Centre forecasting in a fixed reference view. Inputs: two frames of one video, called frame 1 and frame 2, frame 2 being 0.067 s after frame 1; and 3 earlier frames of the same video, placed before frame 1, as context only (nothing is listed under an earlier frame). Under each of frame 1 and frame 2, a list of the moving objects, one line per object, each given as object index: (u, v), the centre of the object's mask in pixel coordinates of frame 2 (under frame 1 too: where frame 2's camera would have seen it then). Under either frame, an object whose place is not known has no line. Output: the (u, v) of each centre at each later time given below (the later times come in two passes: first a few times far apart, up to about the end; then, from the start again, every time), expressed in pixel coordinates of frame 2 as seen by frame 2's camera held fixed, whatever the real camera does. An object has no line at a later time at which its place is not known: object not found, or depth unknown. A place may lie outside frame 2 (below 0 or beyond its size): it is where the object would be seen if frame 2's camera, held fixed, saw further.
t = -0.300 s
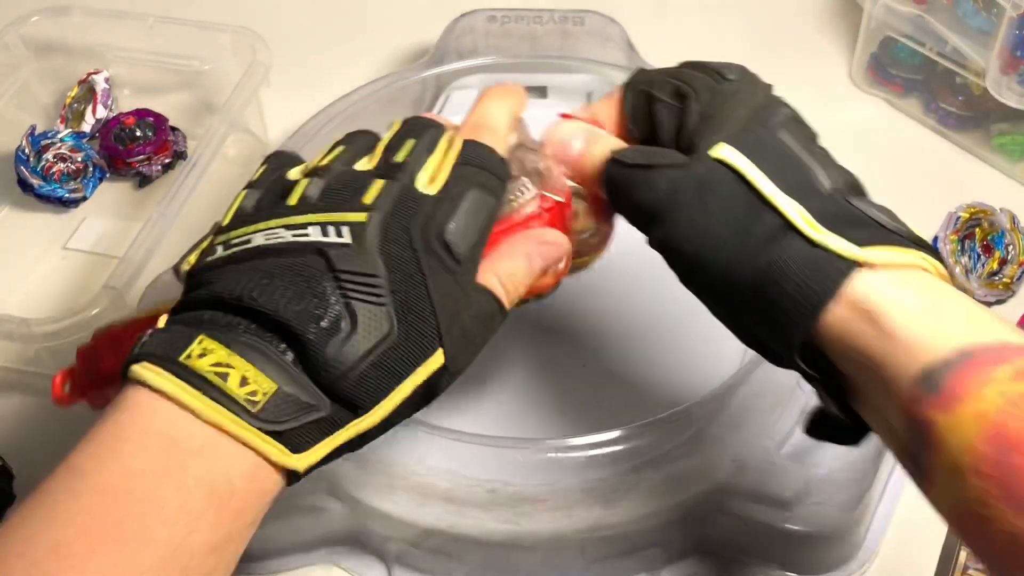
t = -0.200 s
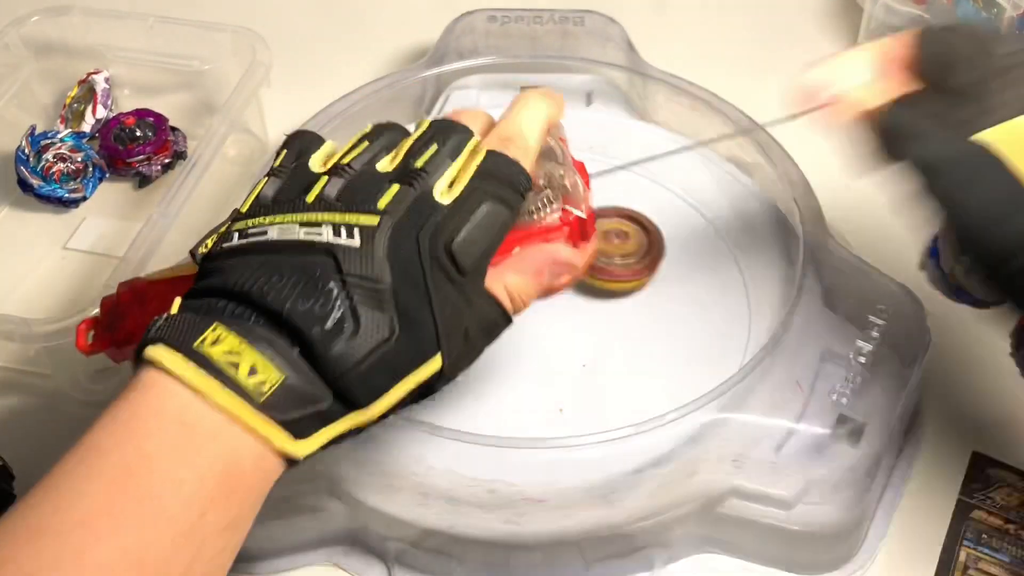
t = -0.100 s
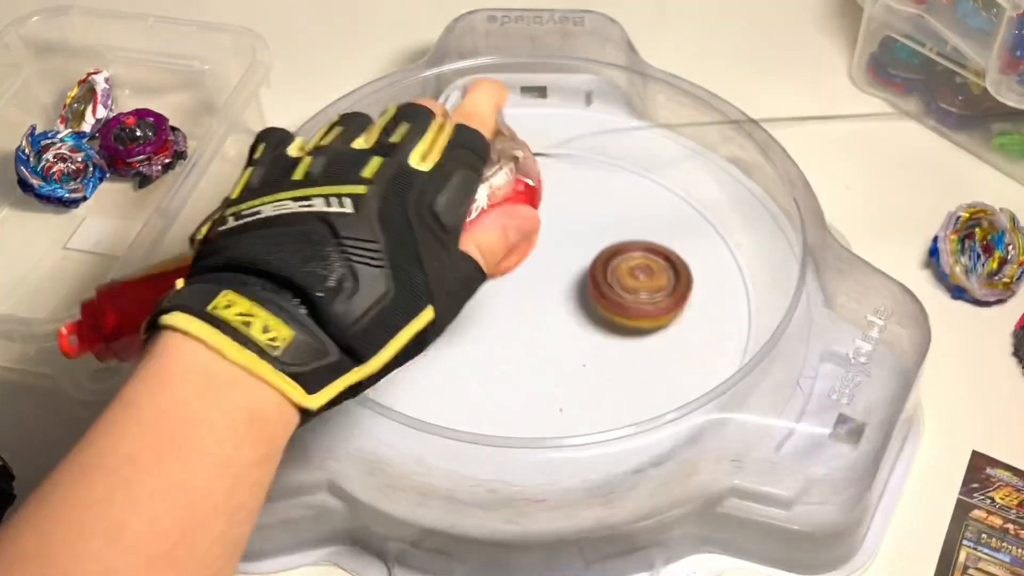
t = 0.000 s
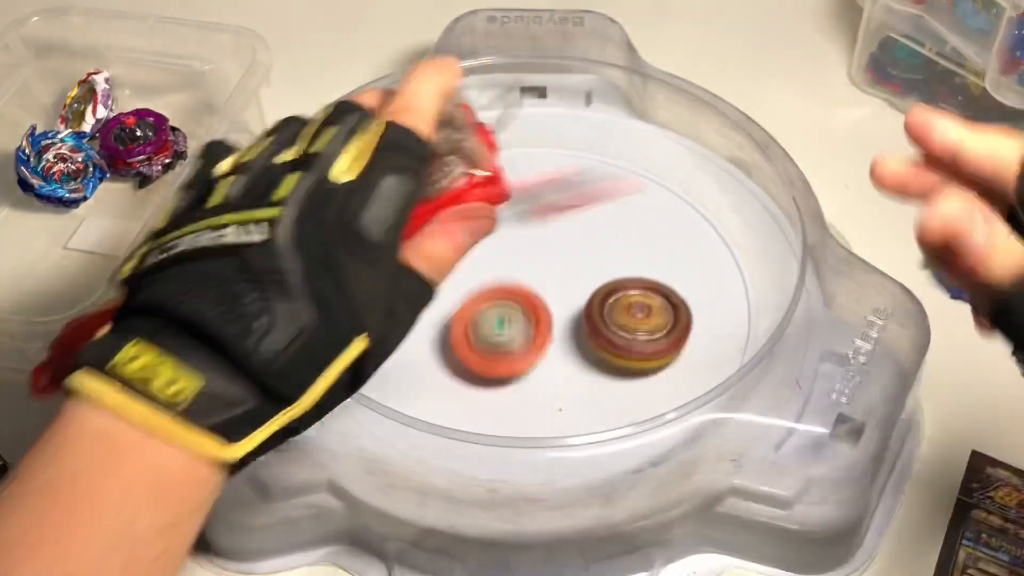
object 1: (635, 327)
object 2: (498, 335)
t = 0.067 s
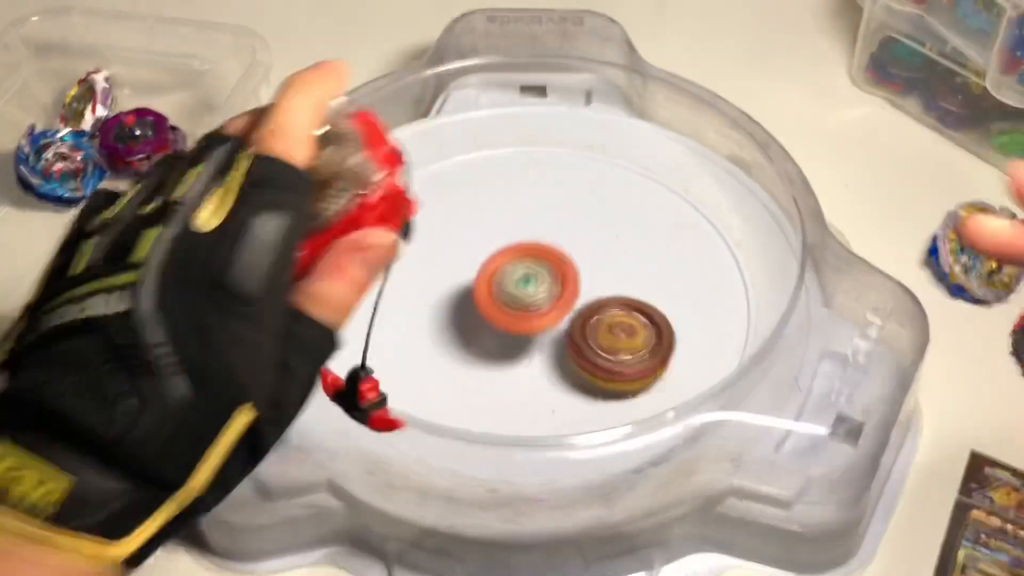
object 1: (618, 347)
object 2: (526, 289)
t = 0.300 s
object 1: (521, 361)
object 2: (572, 263)
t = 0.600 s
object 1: (449, 288)
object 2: (555, 238)
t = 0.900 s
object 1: (446, 255)
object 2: (557, 244)
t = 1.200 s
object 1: (448, 262)
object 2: (644, 260)
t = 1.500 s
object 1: (483, 290)
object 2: (570, 246)
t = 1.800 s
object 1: (425, 318)
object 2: (625, 266)
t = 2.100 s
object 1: (470, 327)
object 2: (596, 278)
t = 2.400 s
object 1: (519, 336)
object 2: (627, 306)
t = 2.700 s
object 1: (552, 346)
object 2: (575, 263)
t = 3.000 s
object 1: (576, 354)
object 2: (454, 327)
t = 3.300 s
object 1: (630, 320)
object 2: (542, 418)
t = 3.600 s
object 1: (661, 239)
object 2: (617, 319)
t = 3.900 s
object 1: (649, 229)
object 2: (441, 252)
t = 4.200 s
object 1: (585, 244)
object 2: (404, 352)
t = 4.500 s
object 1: (525, 230)
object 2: (618, 332)
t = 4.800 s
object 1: (420, 211)
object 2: (597, 165)
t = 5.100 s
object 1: (411, 212)
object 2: (478, 157)
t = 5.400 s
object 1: (382, 305)
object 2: (486, 272)
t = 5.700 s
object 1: (386, 330)
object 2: (596, 300)
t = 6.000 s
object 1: (469, 340)
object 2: (582, 246)
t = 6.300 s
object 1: (545, 368)
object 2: (557, 264)
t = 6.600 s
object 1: (595, 368)
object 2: (611, 268)
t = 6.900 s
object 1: (617, 344)
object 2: (548, 281)
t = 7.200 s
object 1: (627, 321)
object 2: (503, 308)
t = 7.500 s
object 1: (614, 280)
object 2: (519, 330)
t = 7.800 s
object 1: (574, 242)
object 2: (510, 313)
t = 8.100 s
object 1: (522, 225)
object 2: (488, 308)
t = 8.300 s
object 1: (491, 222)
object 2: (497, 305)
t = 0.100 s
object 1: (607, 356)
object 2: (540, 285)
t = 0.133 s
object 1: (592, 365)
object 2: (554, 286)
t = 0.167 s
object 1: (581, 365)
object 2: (561, 275)
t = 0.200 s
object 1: (568, 365)
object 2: (566, 269)
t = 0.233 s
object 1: (553, 365)
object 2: (571, 267)
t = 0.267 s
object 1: (538, 361)
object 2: (572, 274)
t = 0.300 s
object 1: (521, 361)
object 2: (572, 263)
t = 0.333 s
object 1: (510, 354)
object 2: (574, 255)
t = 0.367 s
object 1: (498, 344)
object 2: (573, 248)
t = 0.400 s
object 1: (486, 336)
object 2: (570, 242)
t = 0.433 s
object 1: (479, 328)
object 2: (566, 238)
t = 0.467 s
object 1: (475, 317)
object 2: (561, 237)
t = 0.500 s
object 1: (470, 308)
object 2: (555, 237)
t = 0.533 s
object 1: (468, 299)
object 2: (549, 238)
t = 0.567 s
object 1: (462, 291)
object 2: (548, 240)
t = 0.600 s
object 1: (449, 288)
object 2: (555, 238)
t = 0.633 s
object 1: (439, 283)
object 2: (562, 236)
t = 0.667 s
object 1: (432, 278)
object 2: (566, 235)
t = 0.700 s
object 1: (429, 273)
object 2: (570, 234)
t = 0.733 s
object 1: (427, 268)
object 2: (569, 235)
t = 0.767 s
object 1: (427, 264)
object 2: (568, 235)
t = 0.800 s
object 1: (429, 261)
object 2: (566, 236)
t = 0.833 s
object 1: (433, 258)
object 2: (563, 238)
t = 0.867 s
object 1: (440, 255)
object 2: (560, 240)
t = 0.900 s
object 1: (446, 255)
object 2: (557, 244)
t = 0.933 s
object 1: (452, 254)
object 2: (555, 249)
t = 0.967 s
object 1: (451, 253)
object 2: (564, 254)
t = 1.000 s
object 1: (443, 253)
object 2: (581, 259)
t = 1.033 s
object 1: (441, 252)
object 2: (599, 261)
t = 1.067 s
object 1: (440, 254)
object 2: (614, 263)
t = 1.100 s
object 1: (440, 256)
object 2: (626, 264)
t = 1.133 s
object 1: (441, 258)
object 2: (635, 263)
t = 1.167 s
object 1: (444, 259)
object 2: (642, 262)
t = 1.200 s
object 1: (448, 262)
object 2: (644, 260)
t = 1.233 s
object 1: (452, 265)
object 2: (643, 257)
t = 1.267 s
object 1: (456, 267)
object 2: (639, 255)
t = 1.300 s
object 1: (460, 270)
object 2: (631, 252)
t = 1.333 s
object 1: (464, 273)
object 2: (621, 249)
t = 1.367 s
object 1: (469, 277)
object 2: (610, 246)
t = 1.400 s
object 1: (473, 280)
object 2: (599, 243)
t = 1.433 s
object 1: (477, 283)
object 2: (588, 242)
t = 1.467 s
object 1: (482, 286)
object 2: (577, 243)
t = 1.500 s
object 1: (483, 290)
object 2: (570, 246)
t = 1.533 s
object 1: (481, 295)
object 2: (567, 250)
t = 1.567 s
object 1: (463, 303)
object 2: (578, 252)
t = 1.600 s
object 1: (449, 307)
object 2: (590, 254)
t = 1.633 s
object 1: (438, 310)
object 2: (601, 257)
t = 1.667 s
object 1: (430, 313)
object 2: (610, 260)
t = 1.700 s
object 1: (425, 315)
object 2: (616, 262)
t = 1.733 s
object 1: (423, 316)
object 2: (621, 263)
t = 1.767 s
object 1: (423, 317)
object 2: (624, 264)
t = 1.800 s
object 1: (425, 318)
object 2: (625, 266)
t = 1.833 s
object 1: (428, 319)
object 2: (624, 266)
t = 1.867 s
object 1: (431, 320)
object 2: (622, 267)
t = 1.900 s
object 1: (435, 321)
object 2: (618, 268)
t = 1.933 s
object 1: (441, 321)
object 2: (614, 269)
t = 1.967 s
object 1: (447, 322)
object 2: (611, 270)
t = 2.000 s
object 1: (453, 323)
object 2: (606, 272)
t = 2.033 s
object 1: (459, 324)
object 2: (602, 273)
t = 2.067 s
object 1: (464, 326)
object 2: (599, 275)
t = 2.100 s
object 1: (470, 327)
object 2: (596, 278)
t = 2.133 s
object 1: (476, 329)
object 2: (594, 281)
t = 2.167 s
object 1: (482, 329)
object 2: (594, 285)
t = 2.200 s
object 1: (487, 331)
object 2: (596, 290)
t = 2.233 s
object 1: (493, 332)
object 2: (599, 295)
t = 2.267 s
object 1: (498, 333)
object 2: (603, 300)
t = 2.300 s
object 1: (504, 334)
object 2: (609, 304)
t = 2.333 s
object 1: (509, 335)
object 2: (615, 306)
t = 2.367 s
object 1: (514, 336)
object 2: (621, 307)
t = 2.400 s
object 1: (519, 336)
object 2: (627, 306)
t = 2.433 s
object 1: (524, 337)
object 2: (631, 304)
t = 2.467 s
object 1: (529, 337)
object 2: (635, 300)
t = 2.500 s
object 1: (534, 338)
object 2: (636, 293)
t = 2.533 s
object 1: (539, 338)
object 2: (635, 286)
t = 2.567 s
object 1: (543, 340)
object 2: (629, 279)
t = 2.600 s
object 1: (548, 339)
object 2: (619, 273)
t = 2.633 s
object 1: (551, 340)
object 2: (604, 269)
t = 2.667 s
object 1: (551, 346)
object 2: (590, 265)
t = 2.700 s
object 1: (552, 346)
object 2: (575, 263)
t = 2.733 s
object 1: (554, 346)
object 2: (558, 263)
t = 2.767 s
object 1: (556, 348)
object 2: (542, 265)
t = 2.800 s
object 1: (557, 351)
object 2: (525, 270)
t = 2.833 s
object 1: (560, 353)
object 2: (510, 275)
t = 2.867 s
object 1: (561, 353)
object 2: (496, 283)
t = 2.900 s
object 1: (563, 353)
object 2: (484, 293)
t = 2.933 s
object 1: (568, 354)
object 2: (472, 303)
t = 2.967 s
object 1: (572, 354)
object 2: (461, 314)
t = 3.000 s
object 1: (576, 354)
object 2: (454, 327)
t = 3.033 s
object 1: (579, 354)
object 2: (451, 341)
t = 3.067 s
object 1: (581, 353)
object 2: (452, 355)
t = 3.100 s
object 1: (584, 351)
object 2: (459, 369)
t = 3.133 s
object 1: (586, 349)
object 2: (473, 381)
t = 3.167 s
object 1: (589, 346)
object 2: (493, 389)
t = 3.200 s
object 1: (602, 340)
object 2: (500, 397)
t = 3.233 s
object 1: (614, 332)
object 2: (508, 412)
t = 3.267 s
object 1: (623, 324)
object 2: (523, 418)
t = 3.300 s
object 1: (630, 320)
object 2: (542, 418)
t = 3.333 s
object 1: (635, 316)
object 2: (563, 414)
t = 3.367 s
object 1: (639, 312)
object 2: (586, 398)
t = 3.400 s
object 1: (642, 307)
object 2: (608, 388)
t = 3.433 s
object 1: (645, 297)
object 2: (624, 379)
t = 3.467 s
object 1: (650, 282)
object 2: (633, 374)
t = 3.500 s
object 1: (652, 268)
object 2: (637, 363)
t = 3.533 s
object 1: (655, 257)
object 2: (636, 348)
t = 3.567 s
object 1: (658, 247)
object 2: (629, 334)
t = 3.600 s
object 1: (661, 239)
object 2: (617, 319)
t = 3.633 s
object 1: (663, 233)
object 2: (602, 304)
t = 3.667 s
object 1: (664, 230)
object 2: (583, 292)
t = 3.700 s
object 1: (665, 228)
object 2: (562, 281)
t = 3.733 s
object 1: (665, 227)
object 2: (540, 272)
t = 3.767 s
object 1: (664, 226)
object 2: (519, 264)
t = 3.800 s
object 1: (662, 226)
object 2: (498, 257)
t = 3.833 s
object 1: (658, 226)
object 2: (478, 254)
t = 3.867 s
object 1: (654, 227)
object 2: (458, 252)
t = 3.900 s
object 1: (649, 229)
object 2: (441, 252)
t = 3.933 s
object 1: (643, 231)
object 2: (426, 255)
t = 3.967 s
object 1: (637, 233)
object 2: (412, 261)
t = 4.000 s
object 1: (630, 235)
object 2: (400, 268)
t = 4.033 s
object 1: (624, 237)
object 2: (393, 280)
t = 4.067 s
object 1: (616, 238)
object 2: (387, 292)
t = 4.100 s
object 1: (608, 241)
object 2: (385, 305)
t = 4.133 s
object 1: (601, 241)
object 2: (387, 320)
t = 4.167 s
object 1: (594, 242)
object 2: (393, 336)
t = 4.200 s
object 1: (585, 244)
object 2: (404, 352)
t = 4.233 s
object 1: (577, 244)
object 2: (422, 367)
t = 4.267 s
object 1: (571, 243)
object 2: (445, 379)
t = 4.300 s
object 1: (562, 243)
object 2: (473, 388)
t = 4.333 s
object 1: (556, 242)
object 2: (504, 392)
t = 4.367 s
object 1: (550, 240)
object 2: (535, 390)
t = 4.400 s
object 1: (543, 237)
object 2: (564, 383)
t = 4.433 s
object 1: (535, 236)
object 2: (587, 369)
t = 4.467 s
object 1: (530, 232)
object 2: (606, 352)
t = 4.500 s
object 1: (525, 230)
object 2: (618, 332)
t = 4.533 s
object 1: (518, 228)
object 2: (625, 310)
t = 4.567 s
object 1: (513, 225)
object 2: (626, 288)
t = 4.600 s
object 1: (507, 223)
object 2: (622, 266)
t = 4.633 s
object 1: (504, 220)
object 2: (614, 245)
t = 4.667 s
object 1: (499, 218)
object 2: (601, 227)
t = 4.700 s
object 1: (491, 218)
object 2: (589, 209)
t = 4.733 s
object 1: (464, 218)
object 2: (597, 191)
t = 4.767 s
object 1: (440, 212)
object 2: (599, 176)
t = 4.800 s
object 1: (420, 211)
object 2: (597, 165)
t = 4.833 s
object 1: (404, 206)
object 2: (590, 156)
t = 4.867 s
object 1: (392, 201)
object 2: (578, 148)
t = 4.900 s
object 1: (381, 197)
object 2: (562, 143)
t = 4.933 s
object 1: (374, 190)
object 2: (546, 141)
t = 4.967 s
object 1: (376, 190)
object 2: (530, 141)
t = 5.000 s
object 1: (384, 195)
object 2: (516, 142)
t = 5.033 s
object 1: (394, 199)
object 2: (501, 146)
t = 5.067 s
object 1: (402, 206)
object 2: (488, 152)
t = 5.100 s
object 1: (411, 212)
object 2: (478, 157)
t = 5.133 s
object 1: (406, 225)
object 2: (478, 161)
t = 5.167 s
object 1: (401, 239)
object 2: (479, 168)
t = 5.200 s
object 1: (398, 251)
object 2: (479, 179)
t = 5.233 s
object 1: (396, 263)
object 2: (480, 192)
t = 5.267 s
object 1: (393, 273)
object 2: (480, 208)
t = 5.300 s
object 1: (390, 282)
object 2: (480, 225)
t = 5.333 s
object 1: (386, 291)
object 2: (480, 242)
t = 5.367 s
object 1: (385, 298)
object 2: (482, 257)
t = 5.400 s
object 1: (382, 305)
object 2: (486, 272)
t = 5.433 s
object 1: (380, 309)
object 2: (493, 284)
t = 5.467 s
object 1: (377, 314)
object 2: (504, 294)
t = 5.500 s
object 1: (376, 318)
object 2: (516, 302)
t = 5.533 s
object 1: (373, 322)
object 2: (530, 308)
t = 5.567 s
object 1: (372, 324)
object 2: (547, 311)
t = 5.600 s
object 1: (373, 325)
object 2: (562, 311)
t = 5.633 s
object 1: (376, 328)
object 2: (576, 310)
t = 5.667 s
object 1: (381, 329)
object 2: (587, 305)
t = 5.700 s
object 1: (386, 330)
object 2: (596, 300)
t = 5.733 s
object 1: (393, 331)
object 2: (604, 294)
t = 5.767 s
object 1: (401, 332)
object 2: (611, 288)
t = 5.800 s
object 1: (409, 333)
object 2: (615, 281)
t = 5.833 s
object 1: (419, 334)
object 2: (614, 273)
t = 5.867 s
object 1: (429, 335)
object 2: (612, 266)
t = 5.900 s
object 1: (439, 336)
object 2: (606, 261)
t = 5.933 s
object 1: (449, 337)
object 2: (599, 256)
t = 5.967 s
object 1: (460, 338)
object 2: (591, 251)
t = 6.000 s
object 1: (469, 340)
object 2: (582, 246)
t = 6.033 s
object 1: (478, 342)
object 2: (573, 240)
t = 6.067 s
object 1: (488, 344)
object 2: (566, 233)
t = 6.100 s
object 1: (497, 348)
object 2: (560, 229)
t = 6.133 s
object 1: (505, 351)
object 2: (555, 228)
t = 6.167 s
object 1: (513, 354)
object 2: (552, 231)
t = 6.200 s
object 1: (521, 360)
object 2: (551, 237)
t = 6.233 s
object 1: (529, 362)
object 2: (551, 245)
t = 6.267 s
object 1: (538, 365)
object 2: (553, 255)
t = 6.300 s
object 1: (545, 368)
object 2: (557, 264)
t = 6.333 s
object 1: (552, 370)
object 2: (563, 272)
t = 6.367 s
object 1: (560, 372)
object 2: (570, 279)
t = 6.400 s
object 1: (566, 374)
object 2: (578, 283)
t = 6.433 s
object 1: (572, 374)
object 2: (588, 285)
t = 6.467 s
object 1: (578, 373)
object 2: (596, 286)
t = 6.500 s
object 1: (583, 373)
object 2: (603, 284)
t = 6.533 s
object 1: (588, 371)
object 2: (609, 280)
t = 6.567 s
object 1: (592, 370)
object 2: (612, 275)
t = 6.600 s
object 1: (595, 368)
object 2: (611, 268)
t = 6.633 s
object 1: (599, 365)
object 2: (604, 263)
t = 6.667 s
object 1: (601, 363)
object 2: (596, 260)
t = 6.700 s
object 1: (604, 358)
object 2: (588, 260)
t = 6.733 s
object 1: (606, 356)
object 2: (580, 262)
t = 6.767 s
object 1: (608, 351)
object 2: (572, 267)
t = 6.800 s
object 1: (610, 348)
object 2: (565, 273)
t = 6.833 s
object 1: (612, 350)
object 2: (559, 276)
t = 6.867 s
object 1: (615, 347)
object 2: (553, 278)
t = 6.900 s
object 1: (617, 344)
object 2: (548, 281)
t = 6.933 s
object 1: (618, 343)
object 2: (543, 285)
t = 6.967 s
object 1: (621, 342)
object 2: (537, 288)
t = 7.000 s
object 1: (622, 341)
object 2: (531, 290)
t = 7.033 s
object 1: (623, 334)
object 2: (527, 293)
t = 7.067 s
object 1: (624, 333)
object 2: (523, 296)
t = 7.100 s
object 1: (627, 333)
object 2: (515, 298)
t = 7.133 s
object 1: (630, 328)
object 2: (509, 300)
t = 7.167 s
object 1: (629, 324)
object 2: (504, 304)
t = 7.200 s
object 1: (627, 321)
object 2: (503, 308)
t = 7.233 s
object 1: (624, 317)
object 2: (504, 314)
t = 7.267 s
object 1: (622, 311)
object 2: (508, 319)
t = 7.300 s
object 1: (621, 308)
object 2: (510, 323)
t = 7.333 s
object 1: (622, 304)
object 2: (510, 326)
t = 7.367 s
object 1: (621, 300)
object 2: (512, 329)
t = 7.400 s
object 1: (619, 295)
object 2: (515, 330)
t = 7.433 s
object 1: (618, 290)
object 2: (518, 330)
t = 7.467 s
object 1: (616, 285)
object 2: (519, 330)
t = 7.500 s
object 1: (614, 280)
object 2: (519, 330)
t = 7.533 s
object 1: (612, 274)
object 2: (518, 330)
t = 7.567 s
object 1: (608, 269)
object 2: (518, 328)
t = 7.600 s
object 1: (604, 266)
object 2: (518, 326)
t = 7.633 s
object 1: (599, 261)
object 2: (518, 324)
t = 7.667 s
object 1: (595, 257)
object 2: (517, 322)
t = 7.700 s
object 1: (589, 252)
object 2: (516, 319)
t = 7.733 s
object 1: (584, 249)
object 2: (515, 317)
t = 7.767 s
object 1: (579, 245)
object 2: (513, 315)
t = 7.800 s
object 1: (574, 242)
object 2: (510, 313)
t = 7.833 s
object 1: (567, 239)
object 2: (507, 312)
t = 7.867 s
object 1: (562, 236)
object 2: (503, 311)
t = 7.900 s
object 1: (556, 234)
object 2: (500, 310)
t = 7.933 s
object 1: (551, 232)
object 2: (497, 310)
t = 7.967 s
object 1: (544, 230)
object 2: (494, 309)
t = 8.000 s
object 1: (539, 228)
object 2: (491, 308)
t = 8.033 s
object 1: (533, 227)
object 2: (490, 308)
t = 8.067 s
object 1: (528, 225)
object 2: (489, 308)
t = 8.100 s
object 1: (522, 225)
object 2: (488, 308)
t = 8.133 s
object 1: (516, 224)
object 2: (488, 307)
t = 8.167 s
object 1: (510, 223)
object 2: (489, 306)
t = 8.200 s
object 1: (505, 223)
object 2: (490, 304)
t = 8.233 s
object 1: (500, 223)
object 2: (491, 304)
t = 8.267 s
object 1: (496, 222)
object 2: (494, 304)
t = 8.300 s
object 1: (491, 222)
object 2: (497, 305)
